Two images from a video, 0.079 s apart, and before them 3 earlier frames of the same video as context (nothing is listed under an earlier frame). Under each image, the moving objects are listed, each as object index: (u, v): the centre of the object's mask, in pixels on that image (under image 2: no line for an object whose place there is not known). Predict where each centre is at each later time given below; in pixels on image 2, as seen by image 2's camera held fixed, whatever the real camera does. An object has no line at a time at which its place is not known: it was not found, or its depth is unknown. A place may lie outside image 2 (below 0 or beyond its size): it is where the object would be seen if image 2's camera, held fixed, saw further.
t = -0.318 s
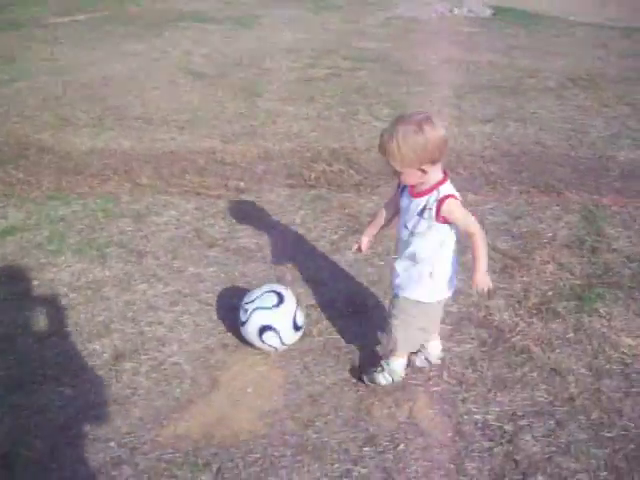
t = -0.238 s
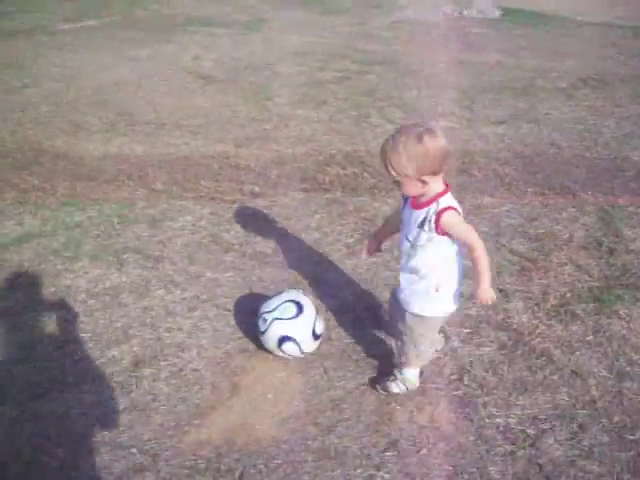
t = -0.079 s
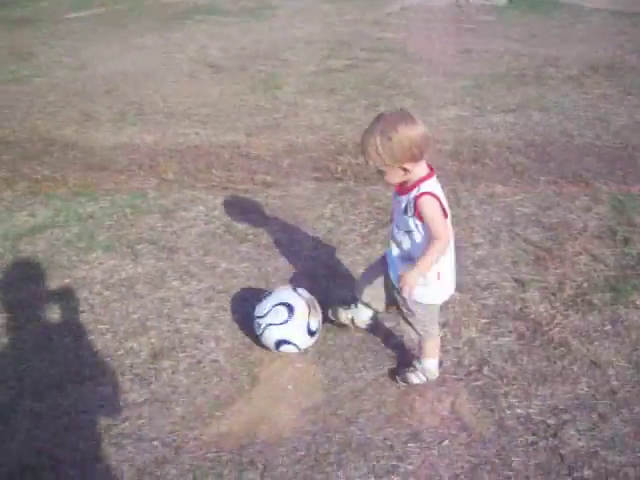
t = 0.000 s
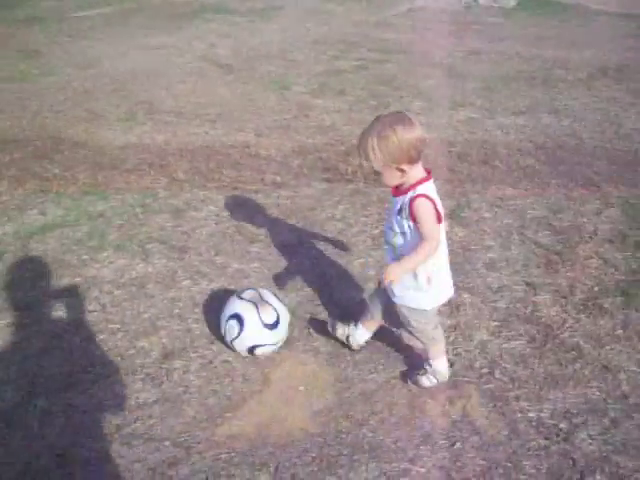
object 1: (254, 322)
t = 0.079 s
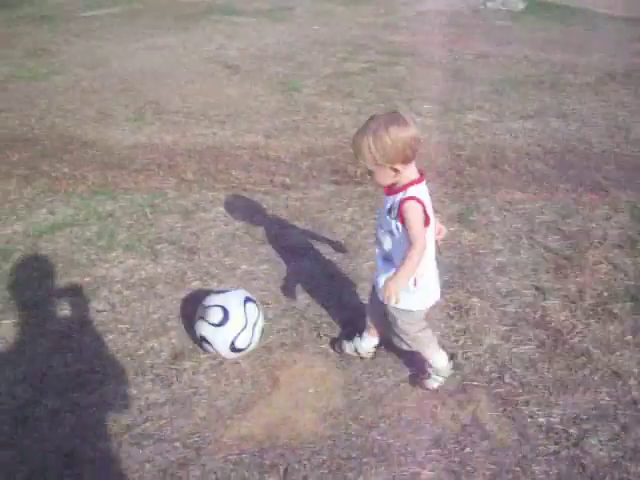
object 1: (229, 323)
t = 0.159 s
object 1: (194, 321)
